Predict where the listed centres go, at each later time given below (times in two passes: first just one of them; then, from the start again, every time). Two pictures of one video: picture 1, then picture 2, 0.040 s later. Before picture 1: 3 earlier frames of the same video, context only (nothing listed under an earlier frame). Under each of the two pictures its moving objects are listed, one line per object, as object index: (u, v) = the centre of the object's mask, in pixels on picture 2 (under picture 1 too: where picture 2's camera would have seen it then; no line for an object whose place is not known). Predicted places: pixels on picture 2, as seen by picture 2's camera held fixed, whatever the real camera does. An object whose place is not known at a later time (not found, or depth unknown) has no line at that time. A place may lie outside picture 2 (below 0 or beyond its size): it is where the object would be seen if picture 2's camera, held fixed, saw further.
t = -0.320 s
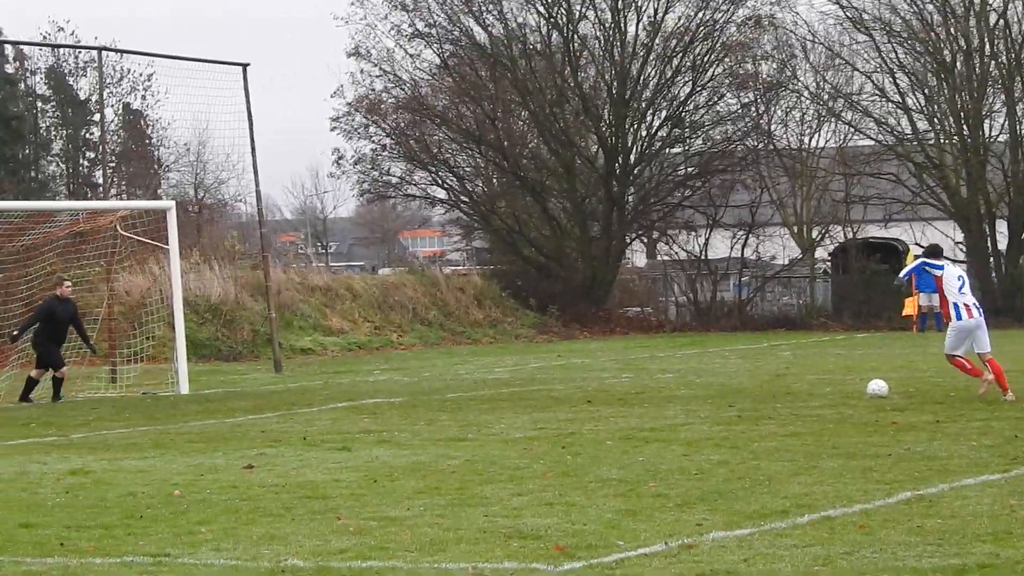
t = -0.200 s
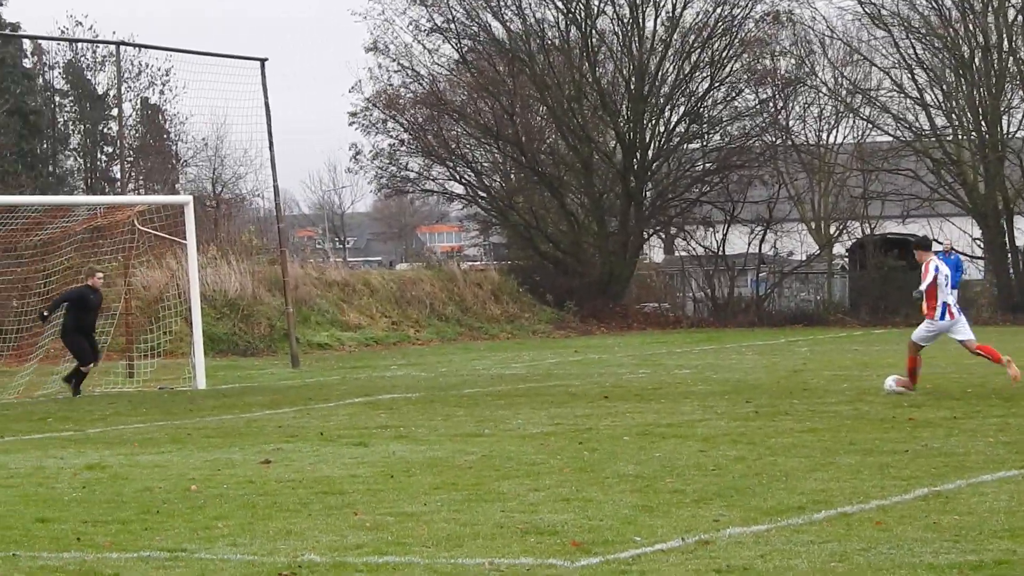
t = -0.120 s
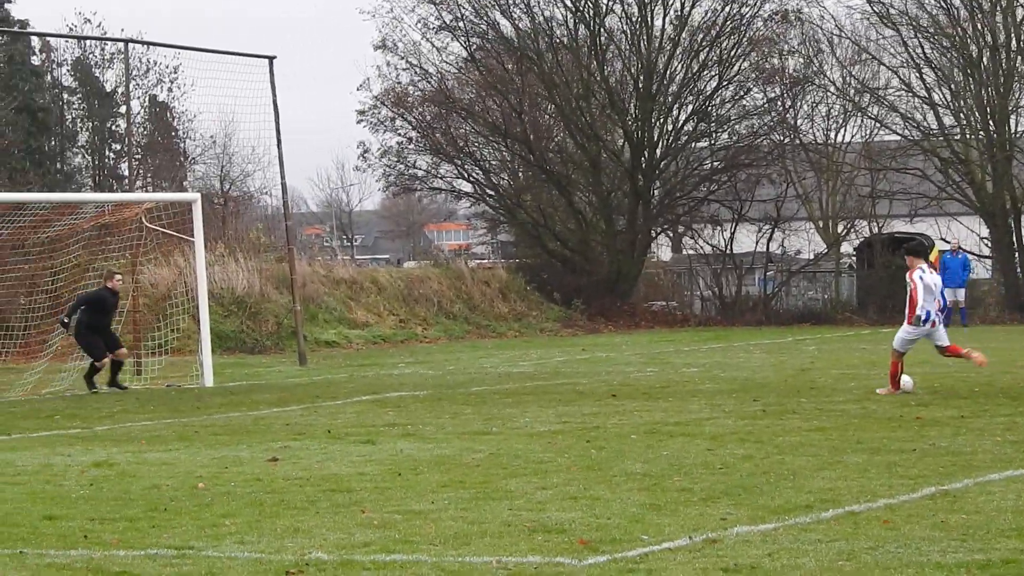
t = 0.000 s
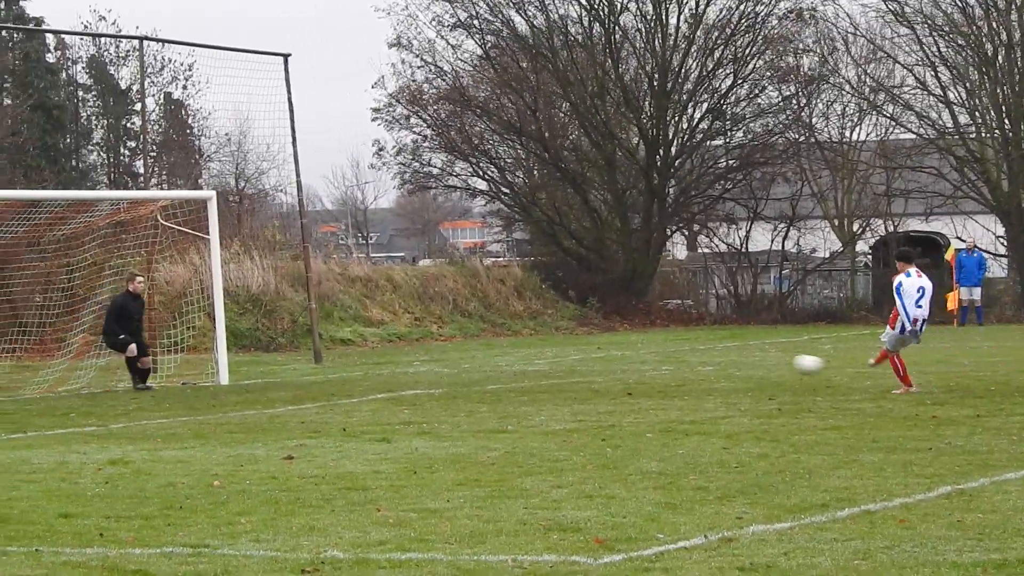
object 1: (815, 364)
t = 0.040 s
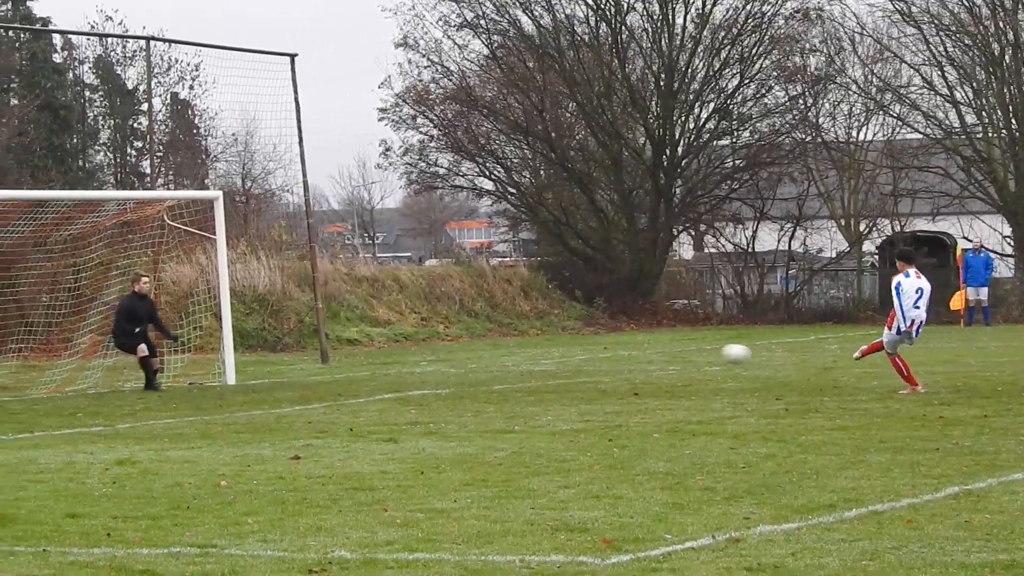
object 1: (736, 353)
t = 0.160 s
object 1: (515, 331)
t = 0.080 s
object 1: (660, 345)
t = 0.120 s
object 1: (586, 337)
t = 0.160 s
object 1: (515, 331)
